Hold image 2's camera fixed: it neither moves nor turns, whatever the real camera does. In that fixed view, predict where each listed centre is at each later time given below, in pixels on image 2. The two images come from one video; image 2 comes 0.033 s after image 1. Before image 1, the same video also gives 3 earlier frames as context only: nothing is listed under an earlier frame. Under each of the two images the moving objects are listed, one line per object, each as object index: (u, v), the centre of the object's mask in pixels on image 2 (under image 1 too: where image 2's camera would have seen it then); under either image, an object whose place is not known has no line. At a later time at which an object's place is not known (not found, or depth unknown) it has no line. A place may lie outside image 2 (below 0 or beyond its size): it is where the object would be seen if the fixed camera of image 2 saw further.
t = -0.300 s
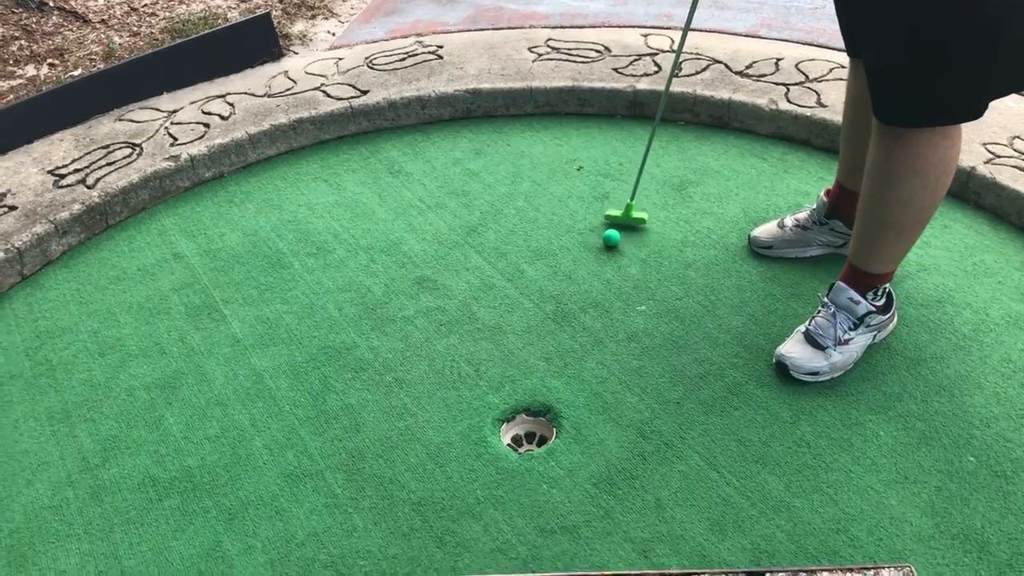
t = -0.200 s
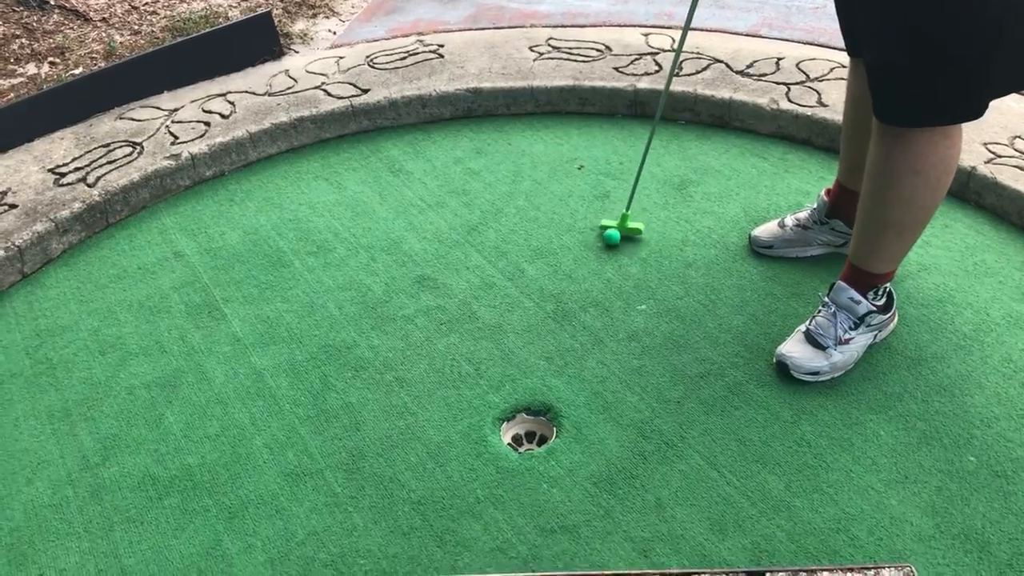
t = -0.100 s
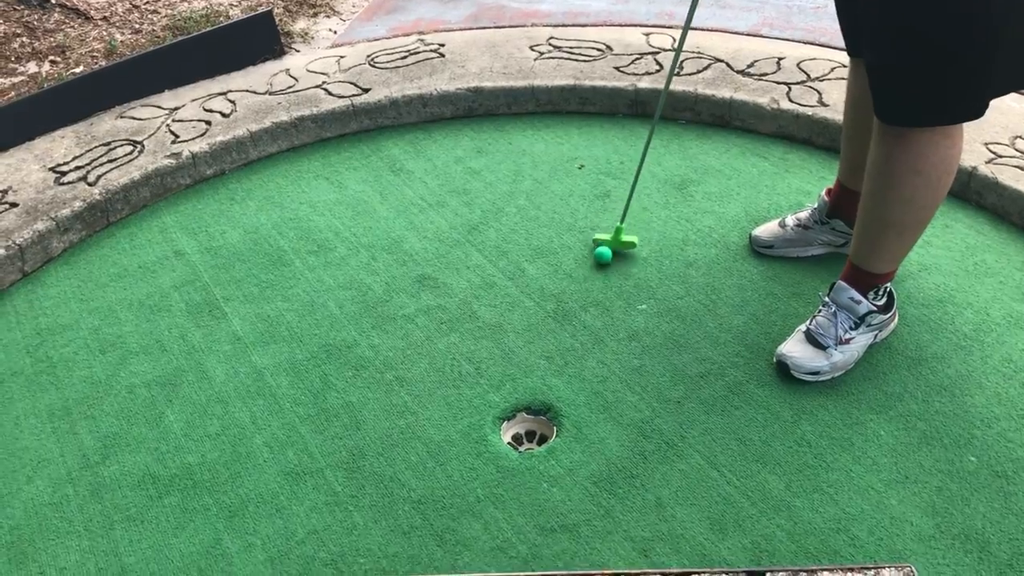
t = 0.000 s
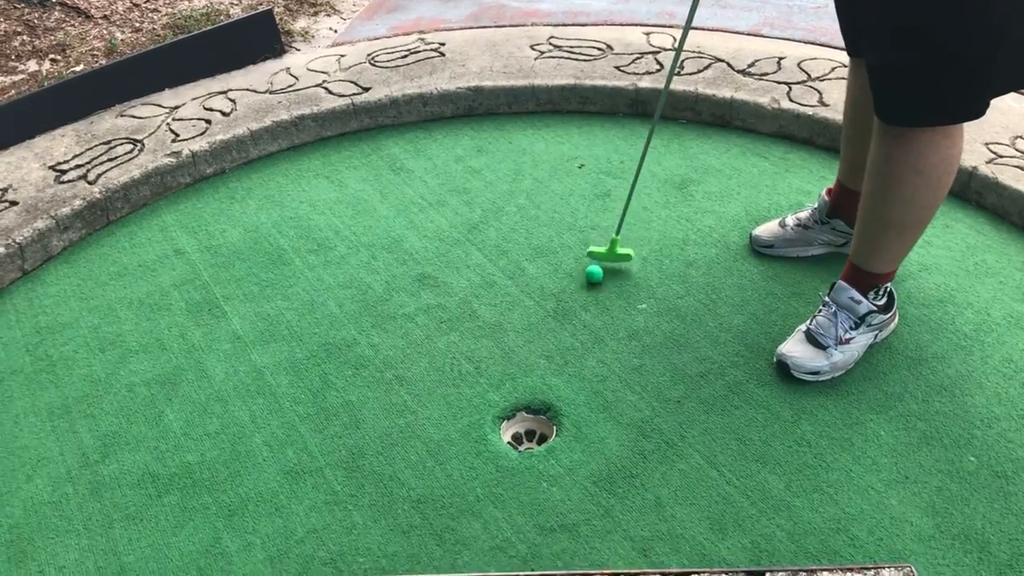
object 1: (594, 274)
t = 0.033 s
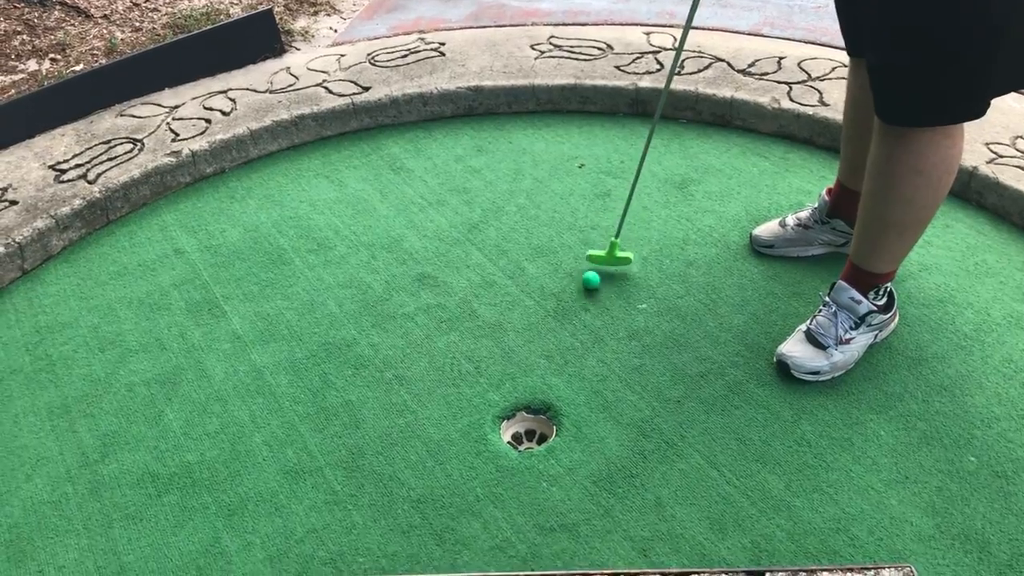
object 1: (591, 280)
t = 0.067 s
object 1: (587, 287)
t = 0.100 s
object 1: (584, 293)
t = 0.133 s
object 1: (581, 300)
